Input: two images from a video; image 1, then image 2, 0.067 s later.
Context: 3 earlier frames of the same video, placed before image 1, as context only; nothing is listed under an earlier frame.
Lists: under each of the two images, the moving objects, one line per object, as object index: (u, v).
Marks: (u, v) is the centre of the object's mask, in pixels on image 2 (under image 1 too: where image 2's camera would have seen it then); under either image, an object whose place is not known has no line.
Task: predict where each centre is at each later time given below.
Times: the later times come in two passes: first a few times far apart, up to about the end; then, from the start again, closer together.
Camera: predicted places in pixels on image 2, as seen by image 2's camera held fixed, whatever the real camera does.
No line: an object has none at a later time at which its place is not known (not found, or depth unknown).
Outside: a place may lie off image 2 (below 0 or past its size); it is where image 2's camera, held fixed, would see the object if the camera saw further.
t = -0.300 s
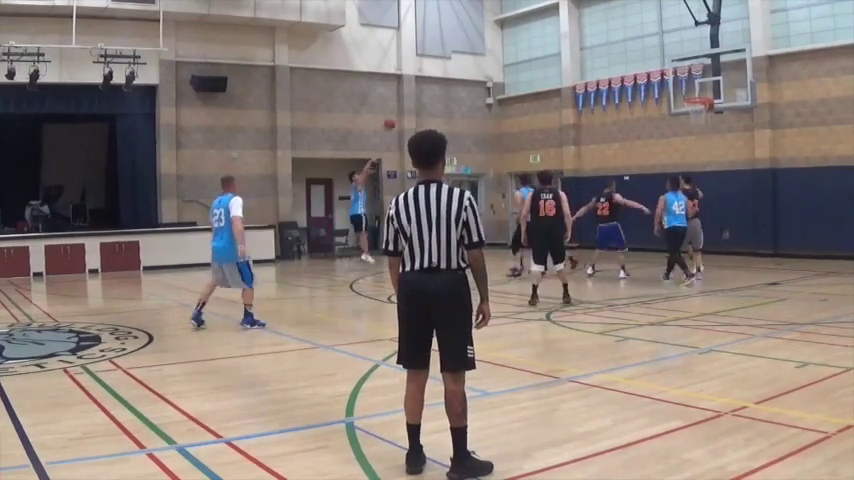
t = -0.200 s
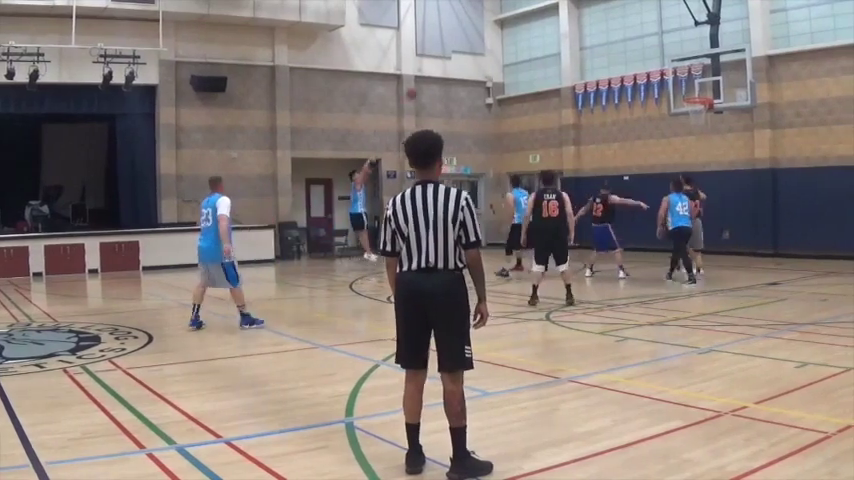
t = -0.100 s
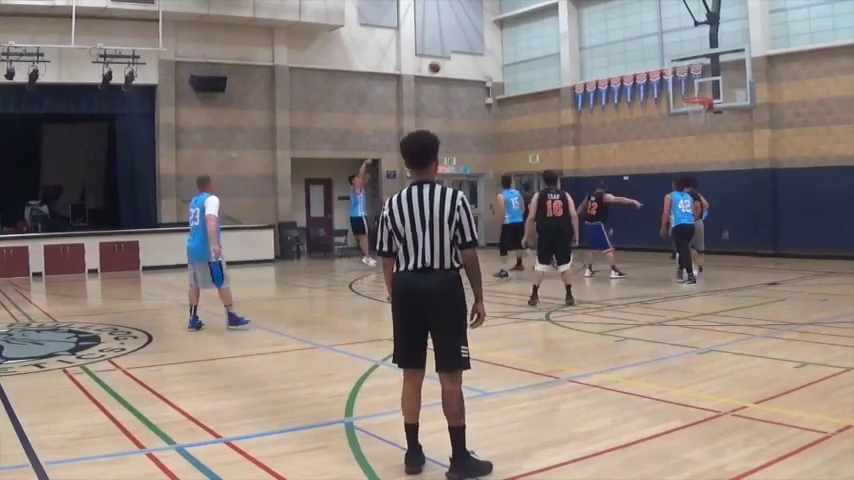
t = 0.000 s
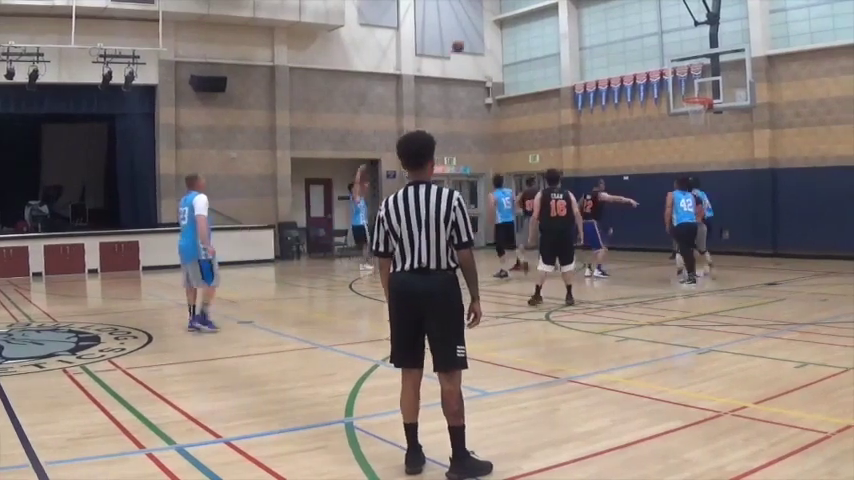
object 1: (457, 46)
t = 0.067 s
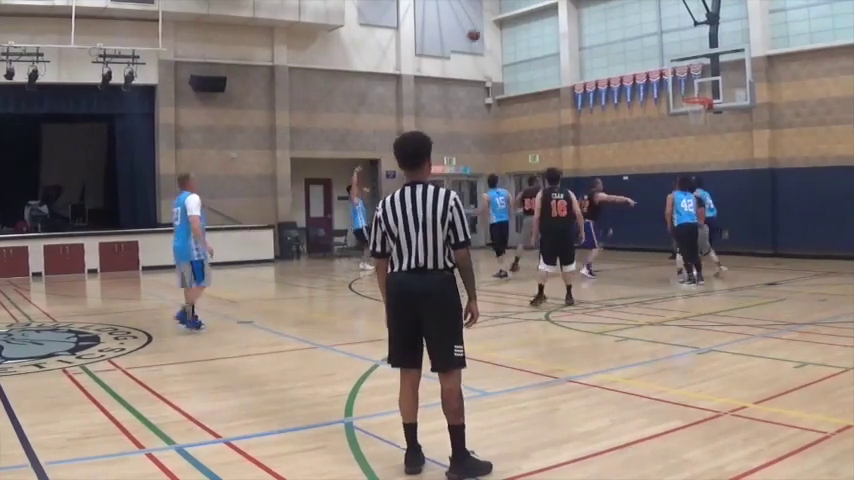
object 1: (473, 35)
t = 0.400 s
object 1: (554, 13)
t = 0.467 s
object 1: (571, 16)
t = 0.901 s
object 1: (687, 92)
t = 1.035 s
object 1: (707, 91)
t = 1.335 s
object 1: (678, 87)
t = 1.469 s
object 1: (661, 103)
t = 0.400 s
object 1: (554, 13)
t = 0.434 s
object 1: (564, 13)
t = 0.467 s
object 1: (571, 16)
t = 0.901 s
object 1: (687, 92)
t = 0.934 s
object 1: (692, 94)
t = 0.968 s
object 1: (700, 93)
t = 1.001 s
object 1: (705, 92)
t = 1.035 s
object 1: (707, 91)
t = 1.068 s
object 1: (707, 87)
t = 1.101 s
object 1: (705, 84)
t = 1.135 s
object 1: (700, 84)
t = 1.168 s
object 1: (694, 83)
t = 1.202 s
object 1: (692, 82)
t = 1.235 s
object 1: (689, 81)
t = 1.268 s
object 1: (686, 83)
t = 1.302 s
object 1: (680, 85)
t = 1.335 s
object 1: (678, 87)
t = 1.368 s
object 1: (674, 91)
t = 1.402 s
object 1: (668, 93)
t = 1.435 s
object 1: (666, 99)
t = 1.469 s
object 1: (661, 103)
